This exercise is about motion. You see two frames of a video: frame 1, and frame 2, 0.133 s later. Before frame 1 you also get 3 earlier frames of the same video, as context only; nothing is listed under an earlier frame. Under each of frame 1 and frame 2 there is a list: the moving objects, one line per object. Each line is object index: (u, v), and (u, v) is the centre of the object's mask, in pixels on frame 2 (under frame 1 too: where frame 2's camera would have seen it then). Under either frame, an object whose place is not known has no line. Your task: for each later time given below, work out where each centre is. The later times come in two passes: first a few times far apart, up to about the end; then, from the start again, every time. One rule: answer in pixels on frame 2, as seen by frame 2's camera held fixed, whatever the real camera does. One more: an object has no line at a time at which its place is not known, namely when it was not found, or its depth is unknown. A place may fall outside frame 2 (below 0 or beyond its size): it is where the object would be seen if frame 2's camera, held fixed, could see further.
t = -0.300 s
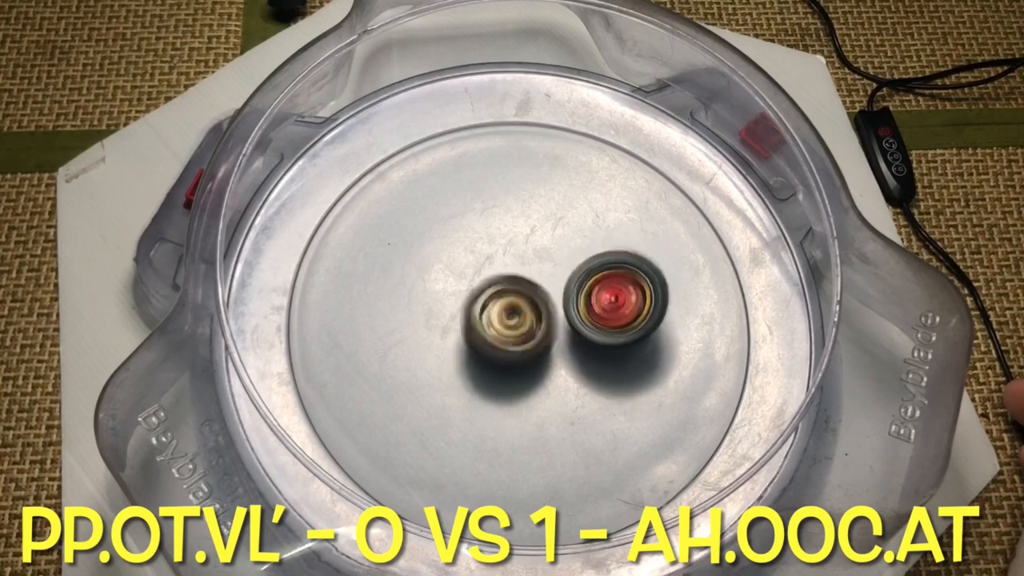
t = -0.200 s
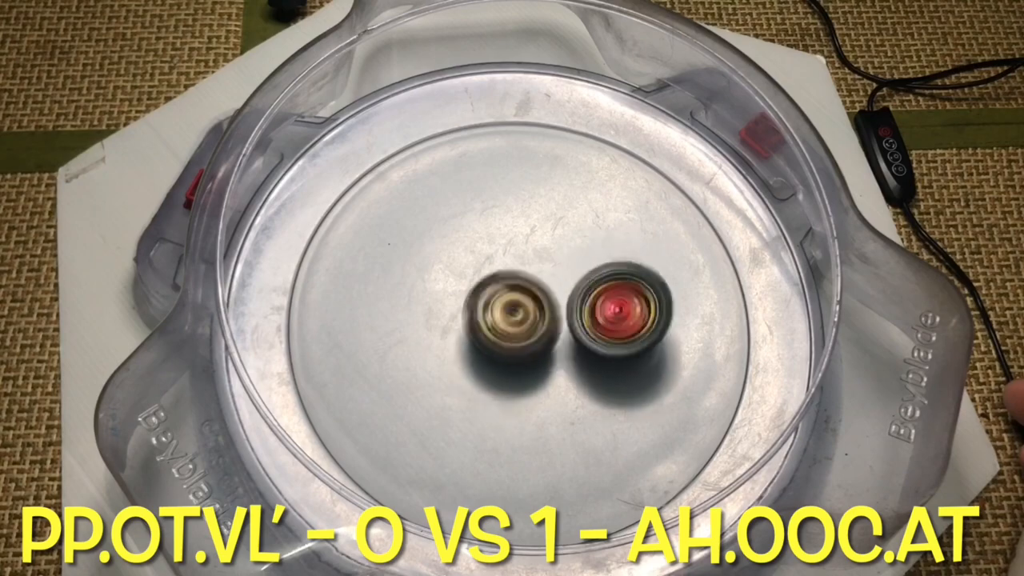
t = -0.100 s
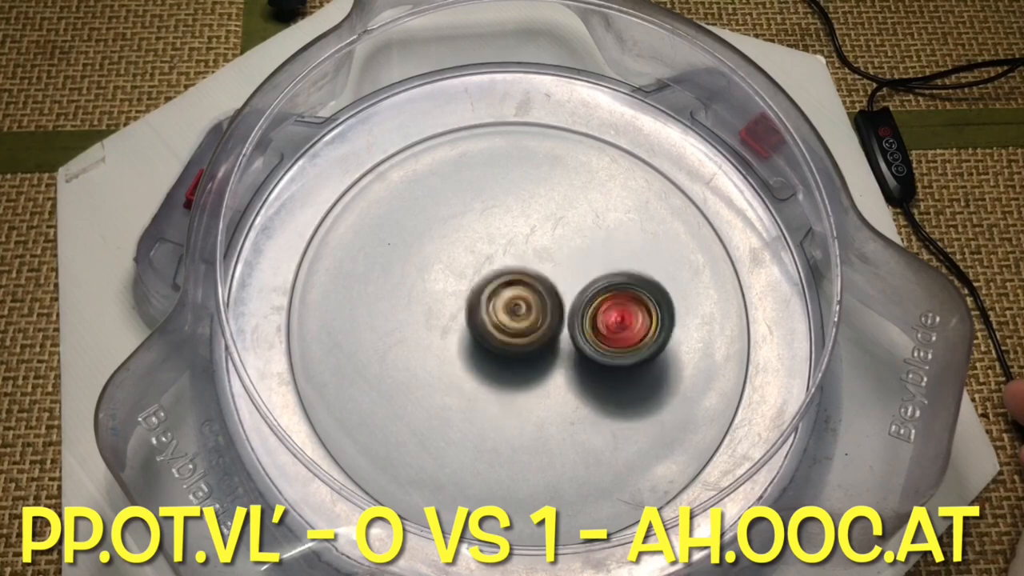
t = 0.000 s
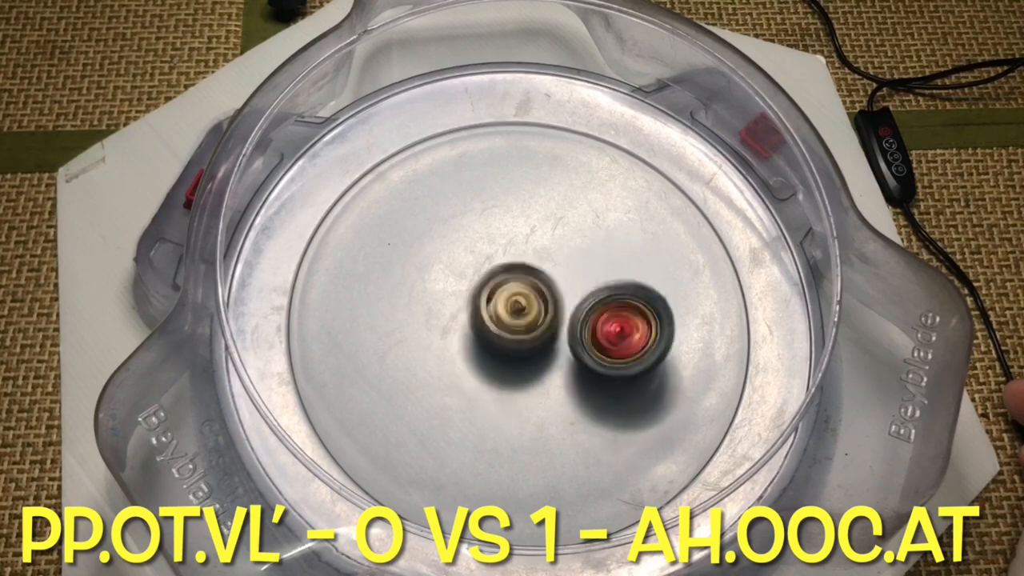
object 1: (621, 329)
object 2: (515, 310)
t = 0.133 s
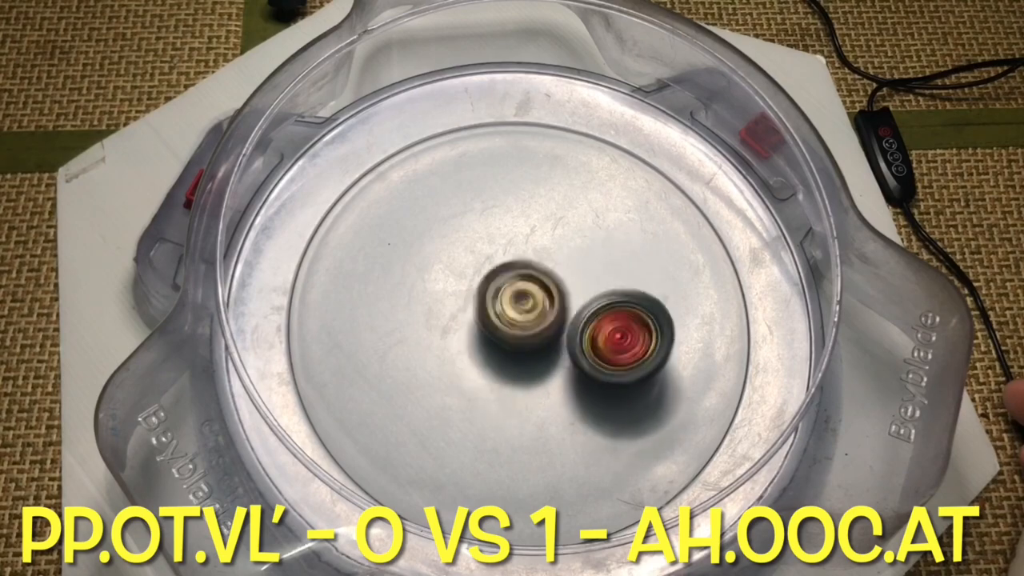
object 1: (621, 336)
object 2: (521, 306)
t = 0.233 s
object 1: (617, 339)
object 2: (520, 303)
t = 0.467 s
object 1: (599, 374)
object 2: (516, 290)
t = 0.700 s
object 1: (585, 400)
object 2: (516, 284)
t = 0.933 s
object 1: (539, 396)
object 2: (524, 298)
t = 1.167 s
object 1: (466, 388)
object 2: (523, 303)
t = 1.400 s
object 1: (436, 370)
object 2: (521, 311)
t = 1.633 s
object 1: (429, 340)
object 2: (523, 312)
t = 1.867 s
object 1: (431, 306)
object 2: (534, 315)
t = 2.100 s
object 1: (453, 256)
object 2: (541, 331)
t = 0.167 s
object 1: (620, 338)
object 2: (520, 305)
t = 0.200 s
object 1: (617, 338)
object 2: (522, 303)
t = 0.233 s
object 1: (617, 339)
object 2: (520, 303)
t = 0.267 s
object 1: (617, 341)
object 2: (520, 303)
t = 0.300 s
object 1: (615, 343)
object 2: (520, 303)
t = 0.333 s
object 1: (612, 345)
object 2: (520, 304)
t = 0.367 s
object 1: (610, 349)
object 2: (521, 303)
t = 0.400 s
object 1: (606, 355)
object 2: (520, 301)
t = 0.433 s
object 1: (602, 365)
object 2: (520, 297)
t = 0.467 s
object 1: (599, 374)
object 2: (516, 290)
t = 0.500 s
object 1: (597, 381)
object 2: (514, 286)
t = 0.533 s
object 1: (594, 388)
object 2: (513, 284)
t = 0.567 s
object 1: (594, 394)
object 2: (513, 282)
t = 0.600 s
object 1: (592, 396)
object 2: (513, 282)
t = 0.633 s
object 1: (589, 399)
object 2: (513, 282)
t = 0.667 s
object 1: (588, 400)
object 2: (515, 283)
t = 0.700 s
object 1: (585, 400)
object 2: (516, 284)
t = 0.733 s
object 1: (584, 401)
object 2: (519, 286)
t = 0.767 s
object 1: (580, 401)
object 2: (519, 287)
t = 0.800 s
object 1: (576, 402)
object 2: (521, 289)
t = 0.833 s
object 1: (570, 400)
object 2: (523, 290)
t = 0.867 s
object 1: (561, 400)
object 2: (523, 293)
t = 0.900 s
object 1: (551, 399)
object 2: (524, 295)
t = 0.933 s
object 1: (539, 396)
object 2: (524, 298)
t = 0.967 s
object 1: (528, 392)
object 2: (525, 300)
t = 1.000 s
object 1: (514, 389)
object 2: (524, 301)
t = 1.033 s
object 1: (502, 391)
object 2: (526, 300)
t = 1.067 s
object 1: (491, 391)
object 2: (526, 299)
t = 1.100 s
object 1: (482, 392)
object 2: (525, 299)
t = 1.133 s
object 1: (473, 390)
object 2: (524, 300)
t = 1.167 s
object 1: (466, 388)
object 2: (523, 303)
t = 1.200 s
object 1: (461, 386)
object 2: (522, 304)
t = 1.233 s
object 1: (455, 384)
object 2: (521, 306)
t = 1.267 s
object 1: (452, 381)
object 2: (520, 307)
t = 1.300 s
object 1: (448, 378)
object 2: (519, 309)
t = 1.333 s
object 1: (447, 375)
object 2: (518, 311)
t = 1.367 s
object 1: (441, 372)
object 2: (518, 312)
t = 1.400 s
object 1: (436, 370)
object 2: (521, 311)
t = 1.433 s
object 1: (436, 365)
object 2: (523, 311)
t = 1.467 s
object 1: (435, 360)
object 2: (522, 310)
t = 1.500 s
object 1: (434, 356)
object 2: (522, 310)
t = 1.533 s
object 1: (431, 352)
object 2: (522, 311)
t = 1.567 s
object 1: (431, 348)
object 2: (522, 312)
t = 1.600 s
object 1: (430, 345)
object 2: (523, 311)
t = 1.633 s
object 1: (429, 340)
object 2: (523, 312)
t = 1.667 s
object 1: (427, 335)
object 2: (524, 311)
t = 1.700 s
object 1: (427, 331)
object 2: (526, 312)
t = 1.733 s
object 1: (427, 326)
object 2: (527, 312)
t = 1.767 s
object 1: (427, 321)
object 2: (530, 313)
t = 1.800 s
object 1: (428, 317)
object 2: (531, 313)
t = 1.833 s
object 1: (430, 311)
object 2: (532, 313)
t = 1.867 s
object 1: (431, 306)
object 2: (534, 315)
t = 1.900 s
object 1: (434, 299)
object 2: (535, 317)
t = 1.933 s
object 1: (436, 291)
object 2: (536, 319)
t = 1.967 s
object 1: (439, 283)
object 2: (540, 323)
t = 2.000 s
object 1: (442, 275)
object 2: (540, 325)
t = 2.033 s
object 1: (445, 269)
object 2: (541, 327)
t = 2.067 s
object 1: (449, 263)
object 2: (541, 329)
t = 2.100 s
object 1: (453, 256)
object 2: (541, 331)
